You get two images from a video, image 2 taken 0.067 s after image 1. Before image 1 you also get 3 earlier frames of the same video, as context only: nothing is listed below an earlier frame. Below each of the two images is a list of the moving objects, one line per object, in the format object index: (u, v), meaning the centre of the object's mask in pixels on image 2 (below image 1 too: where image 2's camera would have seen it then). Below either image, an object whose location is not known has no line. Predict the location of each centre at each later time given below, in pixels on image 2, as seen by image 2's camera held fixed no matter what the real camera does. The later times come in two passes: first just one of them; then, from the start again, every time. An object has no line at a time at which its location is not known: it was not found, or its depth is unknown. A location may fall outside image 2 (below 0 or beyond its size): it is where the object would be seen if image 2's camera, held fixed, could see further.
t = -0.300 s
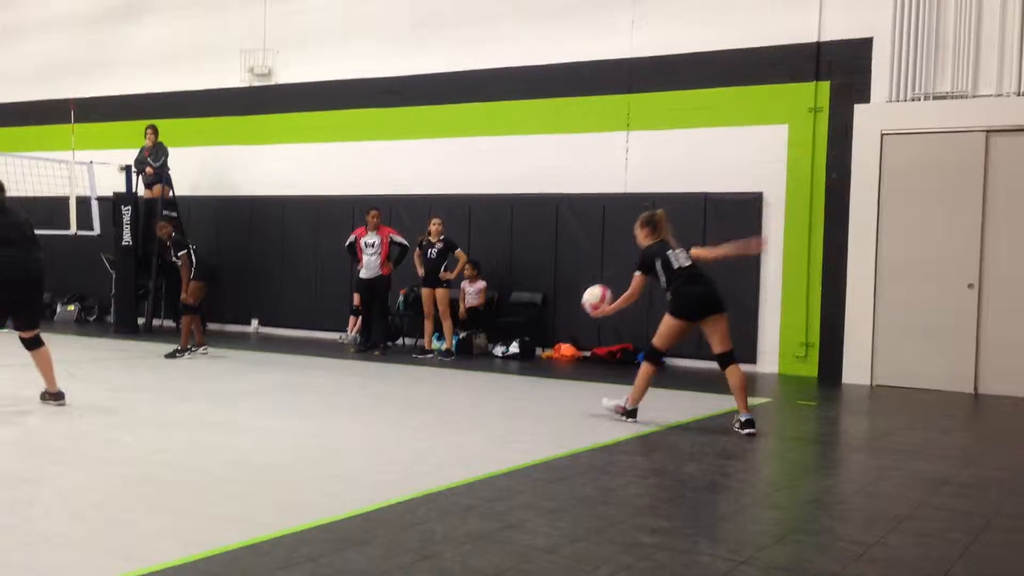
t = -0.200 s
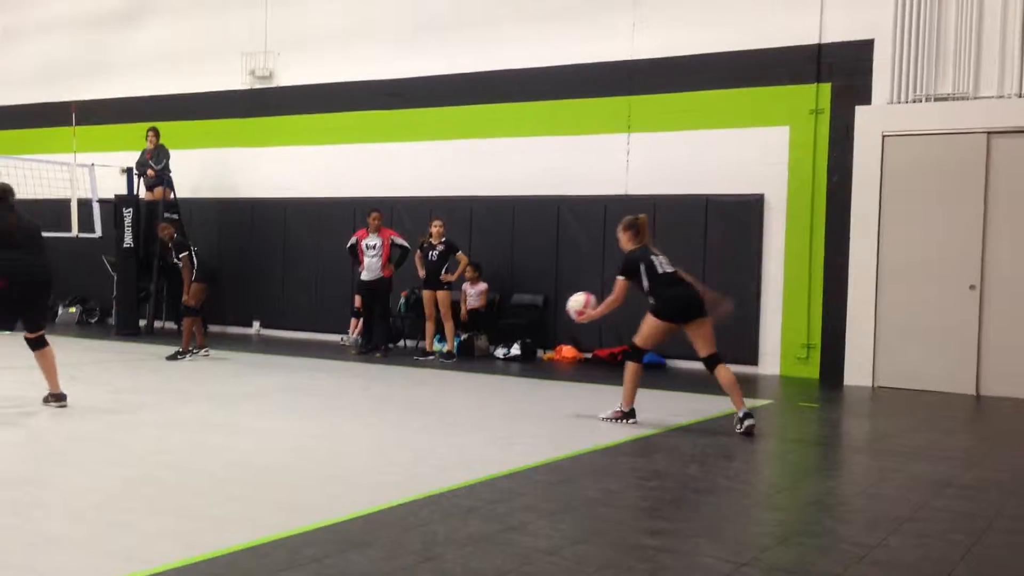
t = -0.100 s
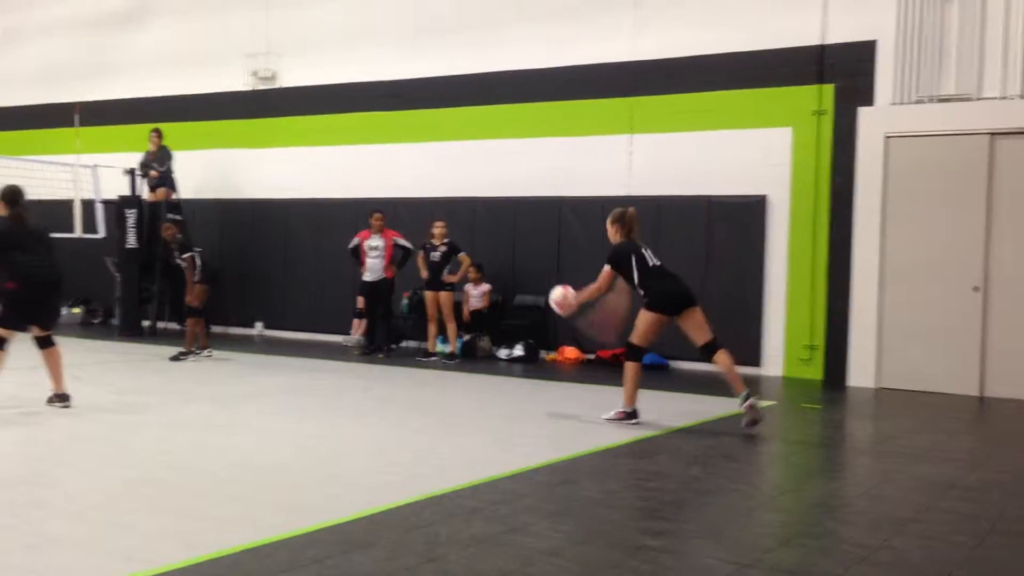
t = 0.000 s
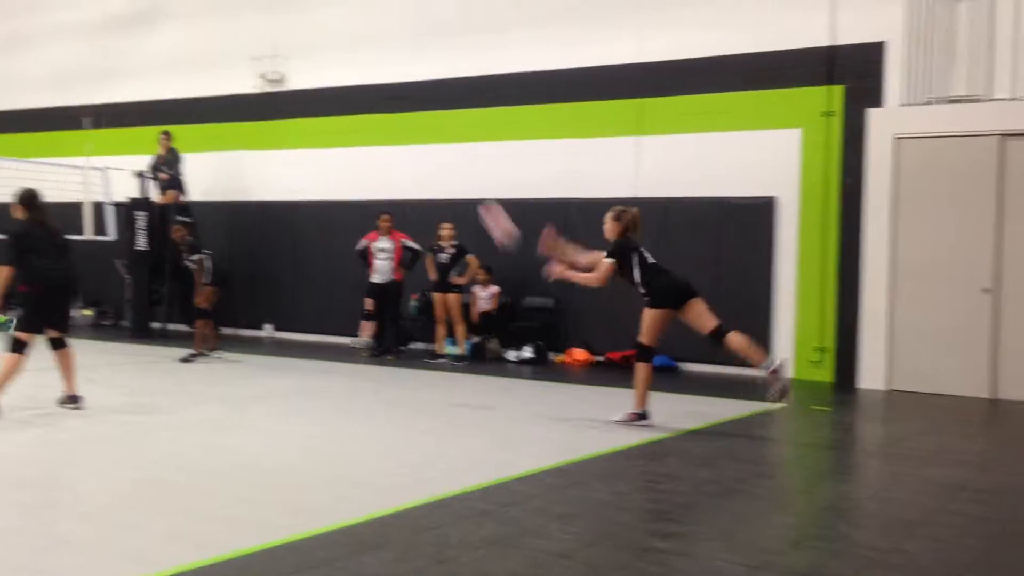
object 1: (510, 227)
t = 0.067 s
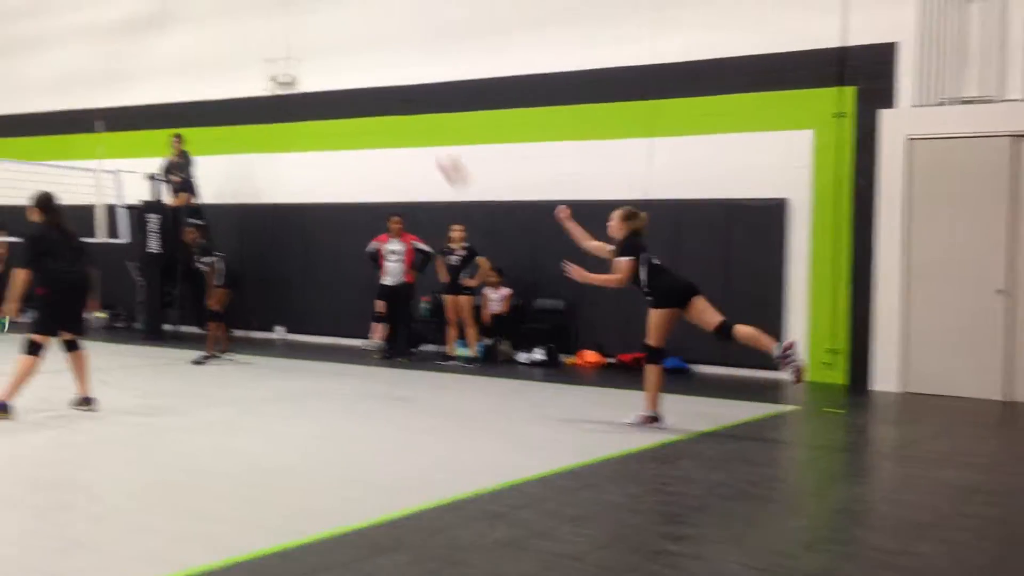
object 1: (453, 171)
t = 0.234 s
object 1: (330, 66)
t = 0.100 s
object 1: (427, 143)
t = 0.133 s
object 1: (401, 119)
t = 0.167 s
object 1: (377, 101)
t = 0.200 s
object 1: (353, 84)
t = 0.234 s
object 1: (330, 66)
